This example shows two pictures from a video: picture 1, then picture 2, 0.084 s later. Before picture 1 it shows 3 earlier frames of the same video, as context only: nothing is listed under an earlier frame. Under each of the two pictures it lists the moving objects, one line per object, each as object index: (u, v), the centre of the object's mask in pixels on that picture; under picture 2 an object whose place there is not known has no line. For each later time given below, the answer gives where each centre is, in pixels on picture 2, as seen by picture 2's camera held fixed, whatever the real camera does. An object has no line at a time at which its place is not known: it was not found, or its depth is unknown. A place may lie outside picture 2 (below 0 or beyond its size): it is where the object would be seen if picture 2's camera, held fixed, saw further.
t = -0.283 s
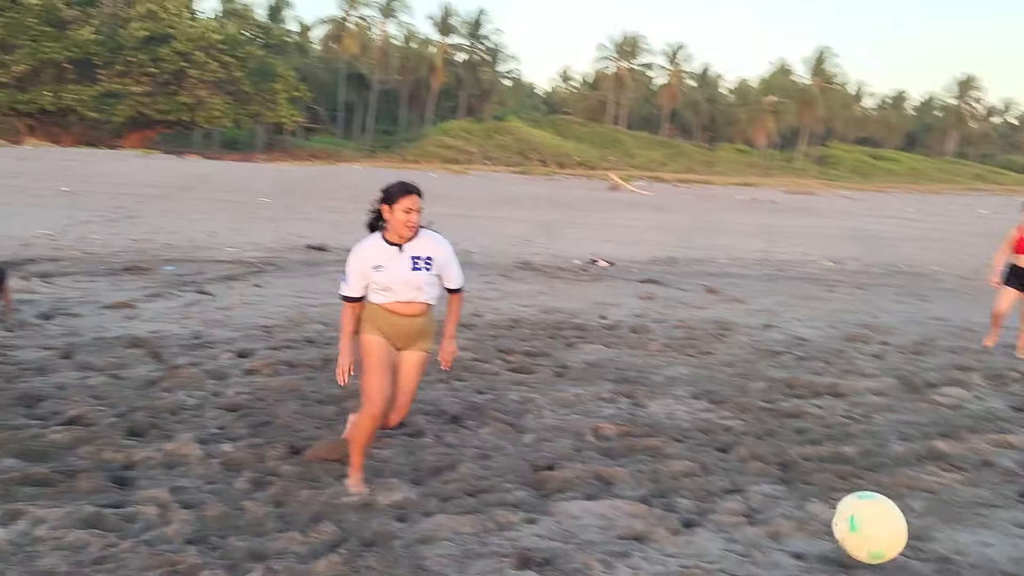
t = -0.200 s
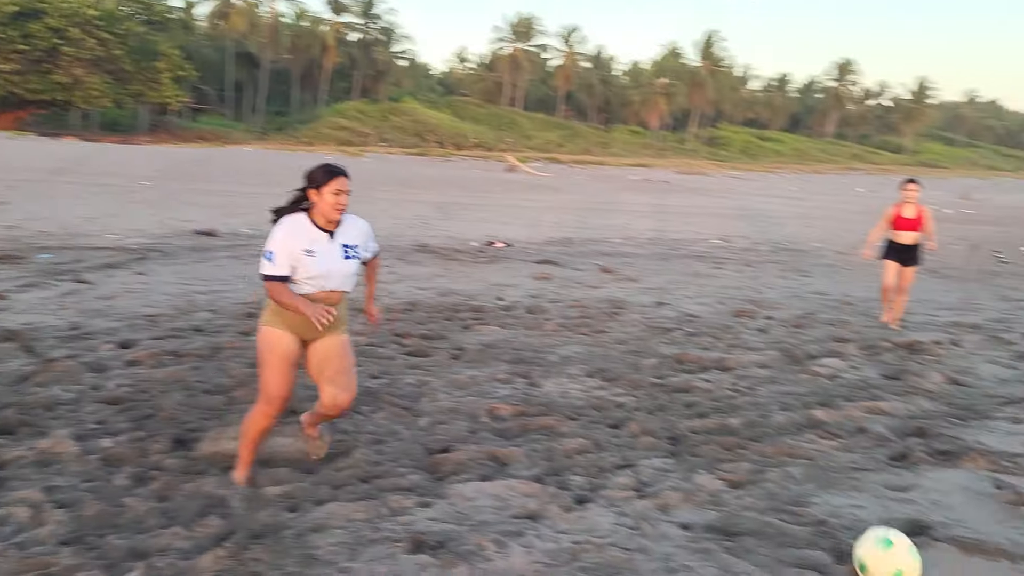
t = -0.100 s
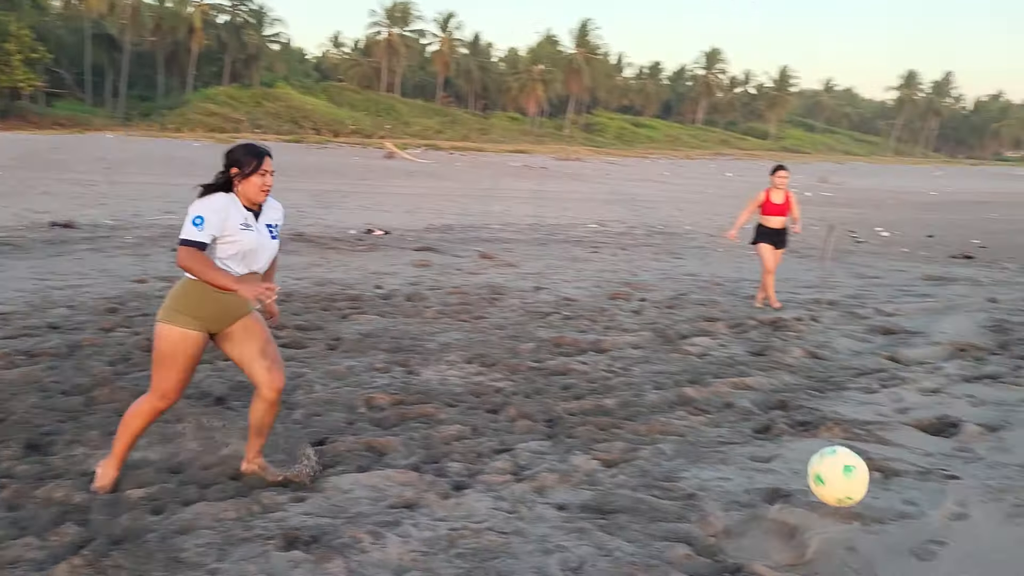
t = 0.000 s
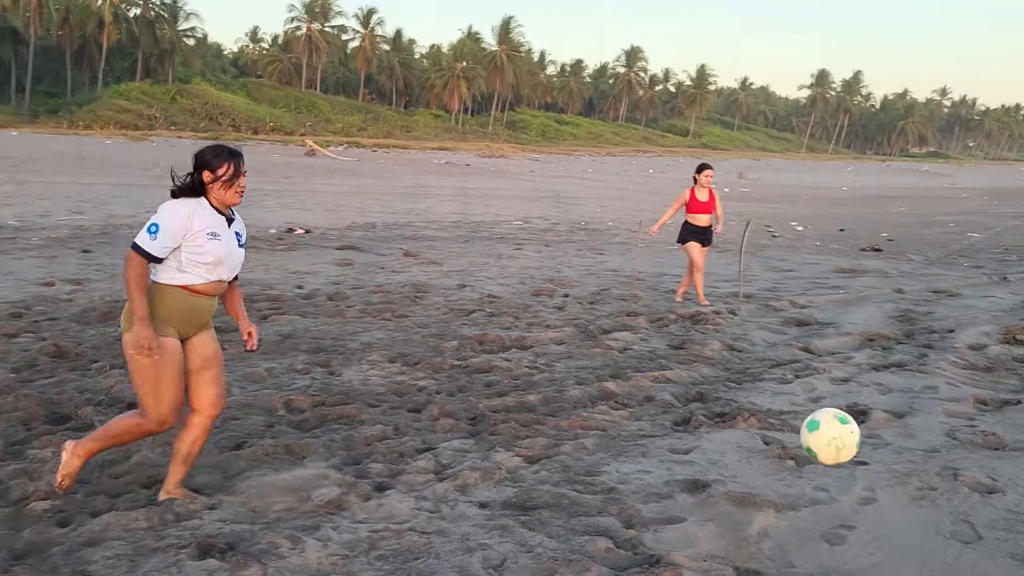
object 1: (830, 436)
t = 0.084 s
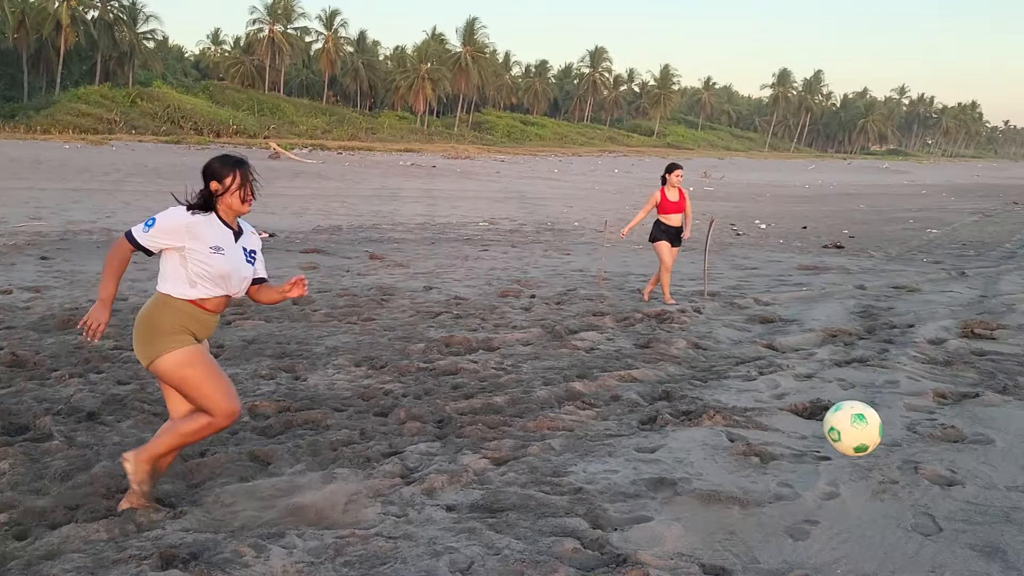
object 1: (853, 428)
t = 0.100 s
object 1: (864, 428)
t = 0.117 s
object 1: (876, 430)
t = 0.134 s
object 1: (887, 431)
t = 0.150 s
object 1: (898, 435)
